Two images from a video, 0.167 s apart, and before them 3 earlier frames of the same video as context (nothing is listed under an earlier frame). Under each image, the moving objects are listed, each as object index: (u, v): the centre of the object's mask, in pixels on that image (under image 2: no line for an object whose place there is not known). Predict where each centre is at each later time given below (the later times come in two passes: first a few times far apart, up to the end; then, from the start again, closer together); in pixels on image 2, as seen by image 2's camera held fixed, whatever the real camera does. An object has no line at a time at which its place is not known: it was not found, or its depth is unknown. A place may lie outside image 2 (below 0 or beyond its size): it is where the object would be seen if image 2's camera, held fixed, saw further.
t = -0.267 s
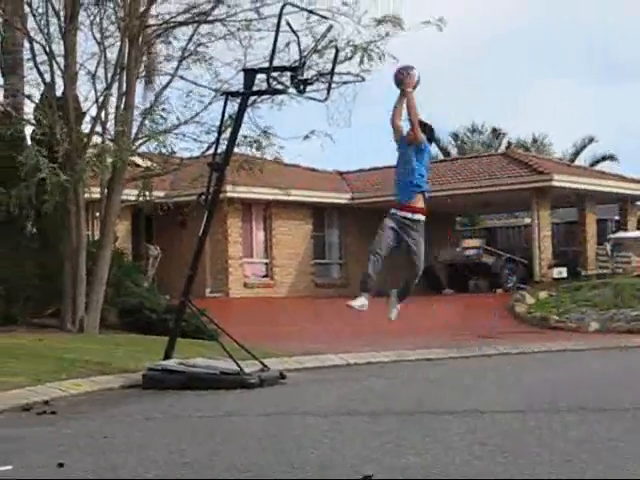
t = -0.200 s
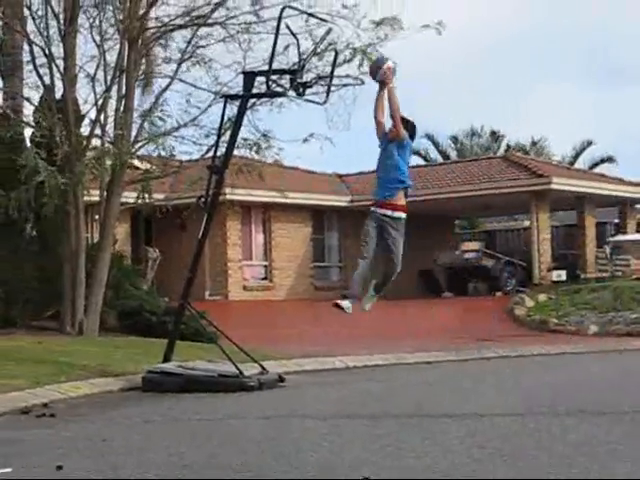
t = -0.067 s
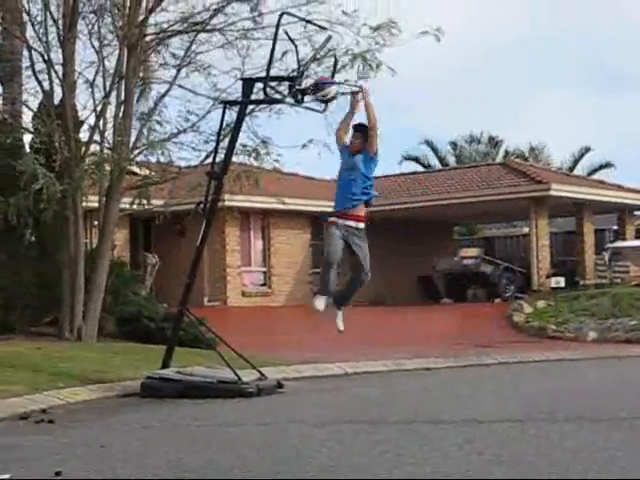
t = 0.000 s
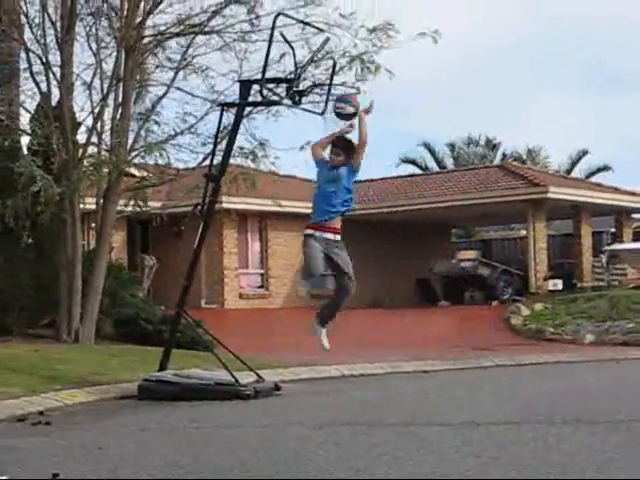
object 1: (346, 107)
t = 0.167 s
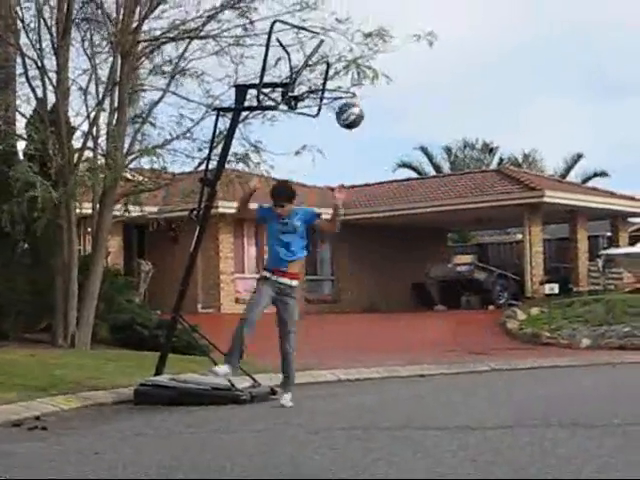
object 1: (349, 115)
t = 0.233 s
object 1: (346, 123)
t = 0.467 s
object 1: (334, 190)
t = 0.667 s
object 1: (326, 296)
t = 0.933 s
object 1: (307, 313)
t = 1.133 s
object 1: (289, 238)
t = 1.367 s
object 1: (270, 206)
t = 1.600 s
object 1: (254, 234)
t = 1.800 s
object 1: (241, 309)
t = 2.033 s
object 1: (225, 356)
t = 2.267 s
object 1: (203, 281)
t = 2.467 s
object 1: (184, 266)
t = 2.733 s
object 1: (159, 322)
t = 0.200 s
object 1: (348, 118)
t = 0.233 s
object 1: (346, 123)
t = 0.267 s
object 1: (344, 129)
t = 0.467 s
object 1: (334, 190)
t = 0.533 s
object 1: (331, 220)
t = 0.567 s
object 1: (329, 238)
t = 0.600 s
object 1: (328, 256)
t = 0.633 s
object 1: (327, 276)
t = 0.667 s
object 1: (326, 296)
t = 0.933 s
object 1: (307, 313)
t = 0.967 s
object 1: (303, 299)
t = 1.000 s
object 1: (300, 284)
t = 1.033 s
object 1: (298, 270)
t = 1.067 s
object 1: (294, 258)
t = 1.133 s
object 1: (289, 238)
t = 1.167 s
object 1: (287, 230)
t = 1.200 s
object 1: (284, 222)
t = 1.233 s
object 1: (281, 216)
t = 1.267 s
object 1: (277, 212)
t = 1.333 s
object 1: (272, 207)
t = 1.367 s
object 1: (270, 206)
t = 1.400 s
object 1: (267, 207)
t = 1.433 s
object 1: (265, 209)
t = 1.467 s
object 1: (263, 210)
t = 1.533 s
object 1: (259, 219)
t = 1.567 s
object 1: (256, 227)
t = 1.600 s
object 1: (254, 234)
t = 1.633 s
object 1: (252, 243)
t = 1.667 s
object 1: (249, 255)
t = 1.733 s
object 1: (246, 280)
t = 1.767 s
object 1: (243, 294)
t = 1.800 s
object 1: (241, 309)
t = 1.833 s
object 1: (239, 326)
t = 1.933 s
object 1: (235, 385)
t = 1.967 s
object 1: (233, 389)
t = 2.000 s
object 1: (228, 372)
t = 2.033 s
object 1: (225, 356)
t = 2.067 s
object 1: (221, 341)
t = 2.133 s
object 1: (213, 315)
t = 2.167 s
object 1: (212, 305)
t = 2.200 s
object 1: (208, 296)
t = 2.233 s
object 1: (205, 287)
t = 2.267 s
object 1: (203, 281)
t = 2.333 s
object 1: (195, 270)
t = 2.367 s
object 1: (192, 267)
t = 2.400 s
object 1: (190, 266)
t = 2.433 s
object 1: (187, 266)
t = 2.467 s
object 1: (184, 266)
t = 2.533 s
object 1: (177, 272)
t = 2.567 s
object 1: (174, 277)
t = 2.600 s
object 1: (172, 283)
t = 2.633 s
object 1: (169, 290)
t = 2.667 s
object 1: (166, 299)
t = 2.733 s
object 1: (159, 322)
